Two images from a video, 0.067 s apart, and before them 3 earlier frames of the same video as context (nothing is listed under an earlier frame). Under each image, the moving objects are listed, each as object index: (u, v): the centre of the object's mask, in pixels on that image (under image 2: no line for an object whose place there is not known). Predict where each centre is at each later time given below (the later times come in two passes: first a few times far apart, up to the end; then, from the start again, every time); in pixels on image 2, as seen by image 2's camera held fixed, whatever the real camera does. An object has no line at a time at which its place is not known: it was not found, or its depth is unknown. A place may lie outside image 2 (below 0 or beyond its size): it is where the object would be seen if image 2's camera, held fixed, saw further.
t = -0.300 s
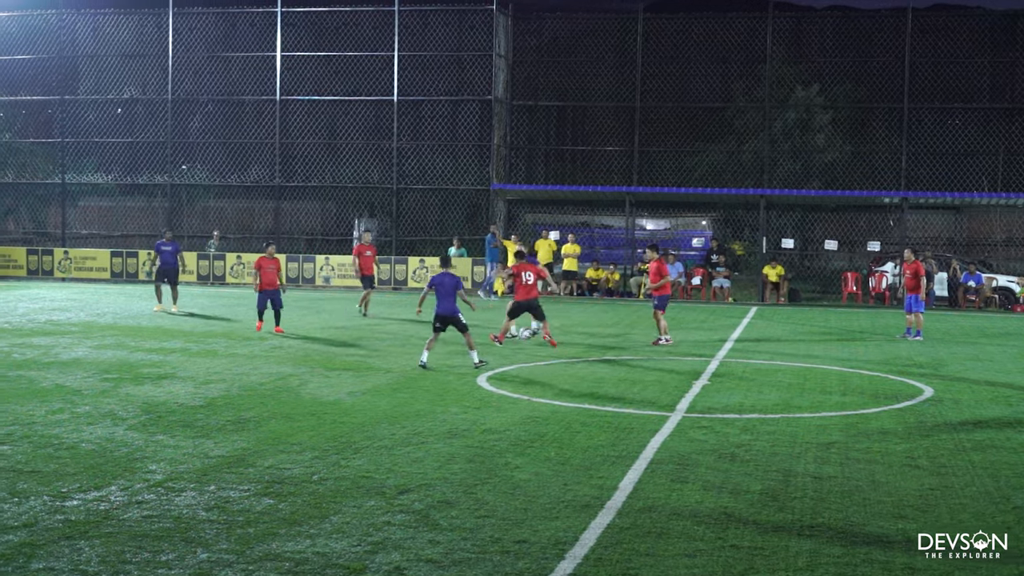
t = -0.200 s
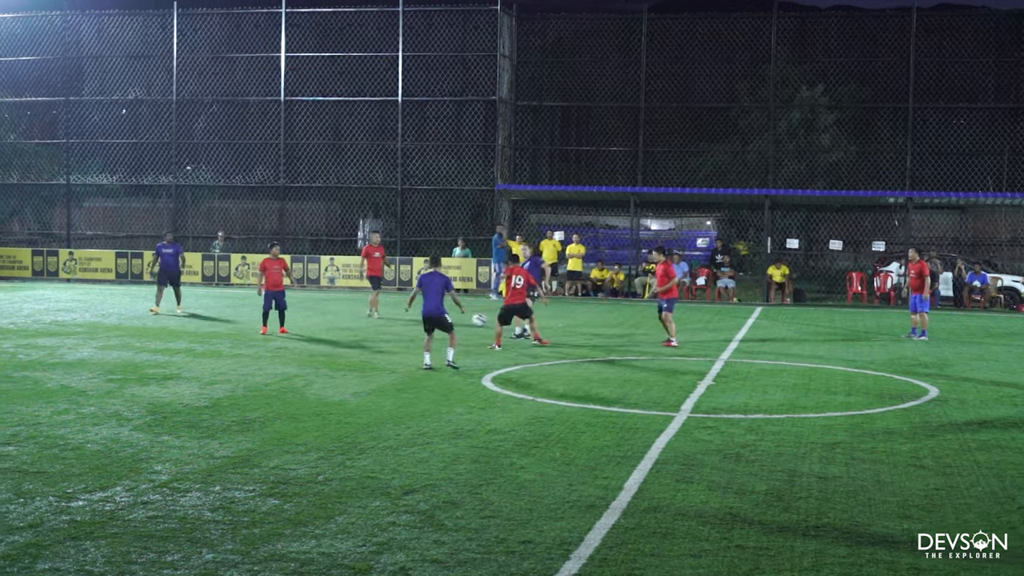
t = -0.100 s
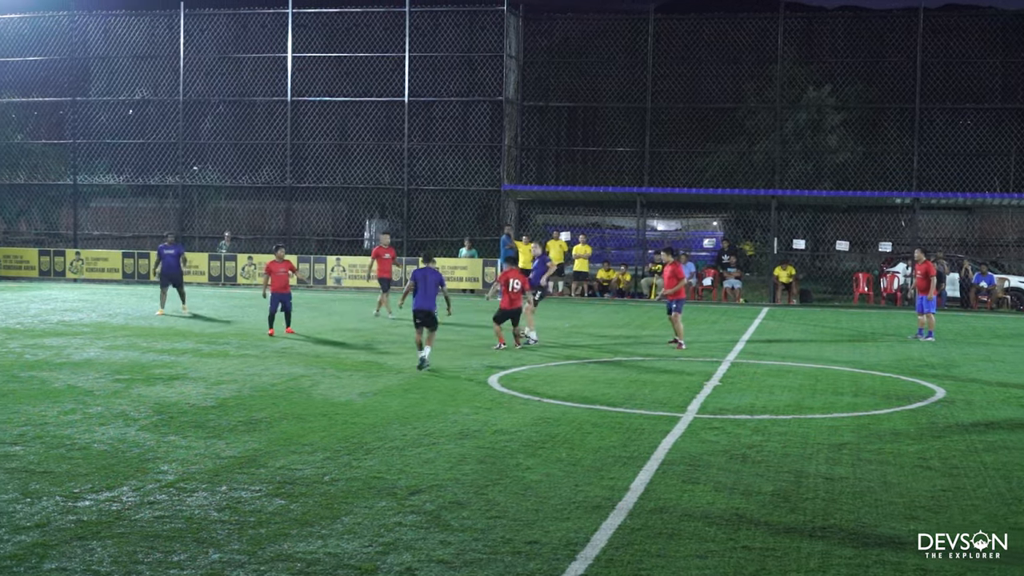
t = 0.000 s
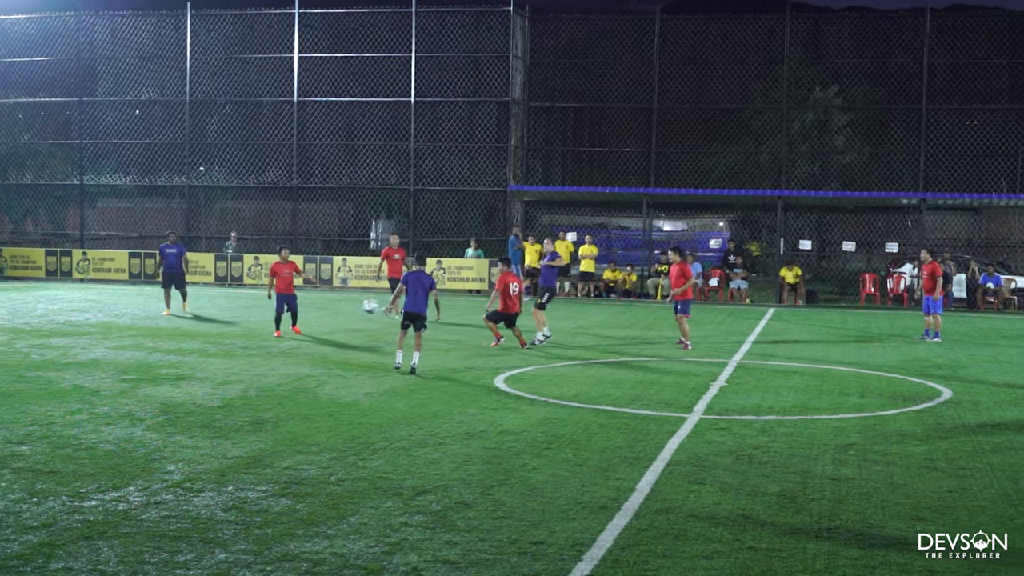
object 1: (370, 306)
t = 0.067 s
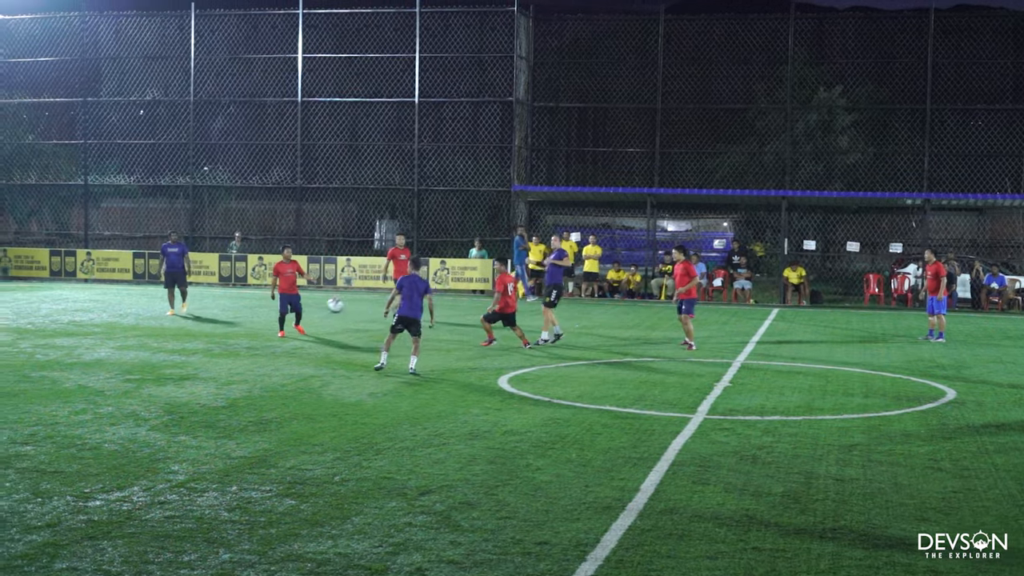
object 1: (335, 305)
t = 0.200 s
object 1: (239, 316)
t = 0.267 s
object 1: (194, 326)
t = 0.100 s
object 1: (308, 307)
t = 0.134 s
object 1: (288, 308)
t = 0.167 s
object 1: (267, 311)
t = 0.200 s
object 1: (239, 316)
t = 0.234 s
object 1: (217, 320)
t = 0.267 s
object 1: (194, 326)
